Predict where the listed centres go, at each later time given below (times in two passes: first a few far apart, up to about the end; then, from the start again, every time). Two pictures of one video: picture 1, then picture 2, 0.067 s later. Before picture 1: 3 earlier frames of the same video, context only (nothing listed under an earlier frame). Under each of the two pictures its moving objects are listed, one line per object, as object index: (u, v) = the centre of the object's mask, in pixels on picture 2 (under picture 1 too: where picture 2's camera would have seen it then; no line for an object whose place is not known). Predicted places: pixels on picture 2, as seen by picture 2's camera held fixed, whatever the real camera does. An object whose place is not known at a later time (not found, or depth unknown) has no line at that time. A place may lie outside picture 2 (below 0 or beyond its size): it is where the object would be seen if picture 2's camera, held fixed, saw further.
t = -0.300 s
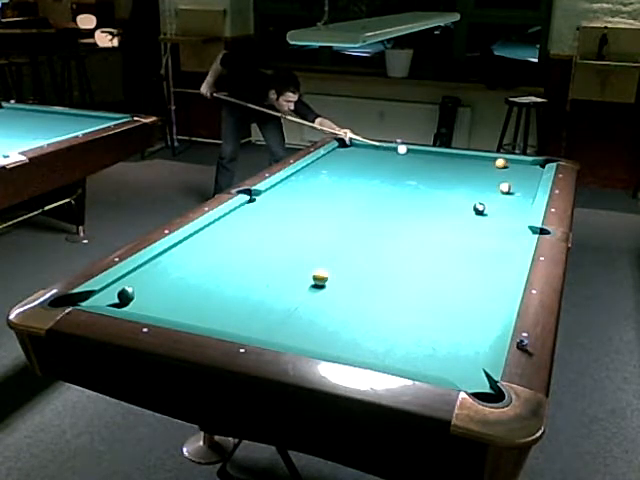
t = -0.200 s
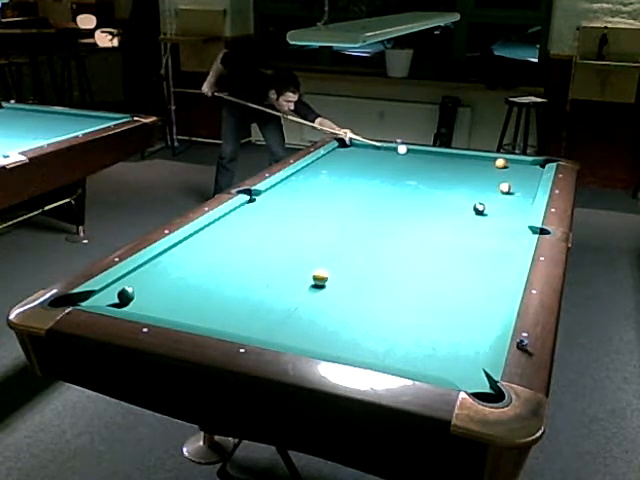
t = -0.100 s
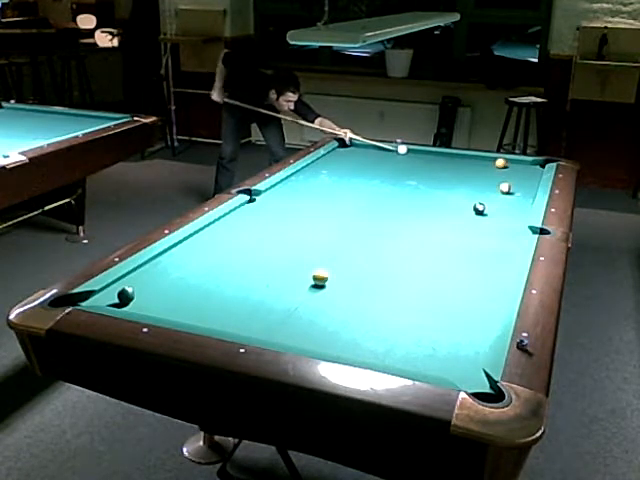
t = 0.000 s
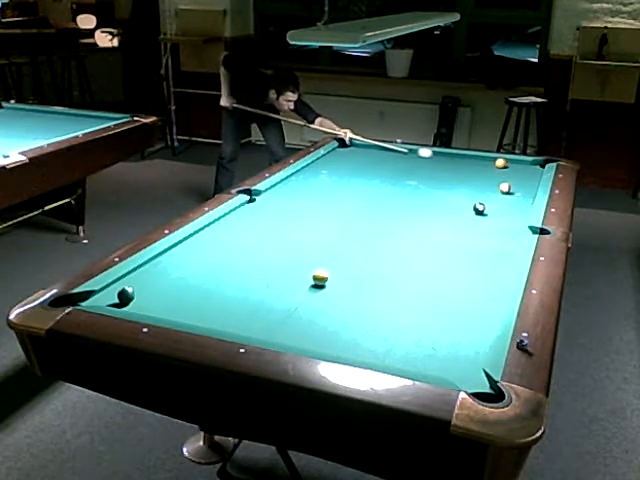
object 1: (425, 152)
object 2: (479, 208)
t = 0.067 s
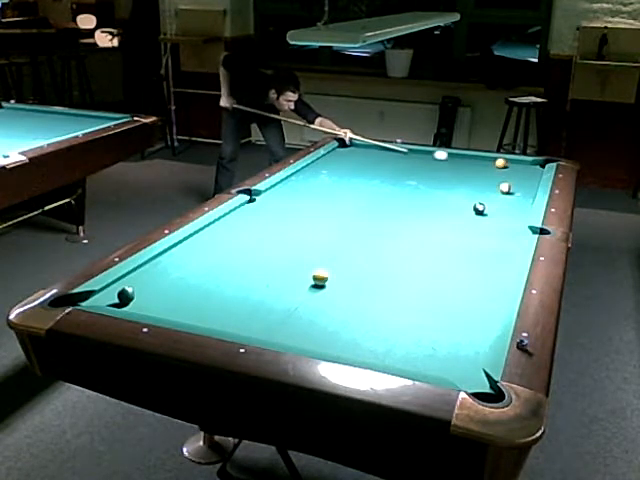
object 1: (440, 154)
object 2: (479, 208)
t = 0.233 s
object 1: (474, 160)
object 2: (479, 208)
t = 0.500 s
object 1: (499, 168)
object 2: (479, 208)
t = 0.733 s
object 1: (513, 174)
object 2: (479, 208)
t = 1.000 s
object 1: (531, 182)
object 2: (479, 208)
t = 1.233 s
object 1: (524, 188)
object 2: (479, 208)
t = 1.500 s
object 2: (479, 208)
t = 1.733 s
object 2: (479, 208)
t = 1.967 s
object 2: (479, 209)
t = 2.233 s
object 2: (475, 214)
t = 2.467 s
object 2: (472, 216)
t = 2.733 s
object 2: (468, 219)
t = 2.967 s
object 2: (465, 225)
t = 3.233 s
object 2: (462, 229)
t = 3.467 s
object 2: (459, 232)
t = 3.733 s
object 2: (457, 236)
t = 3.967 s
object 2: (455, 238)
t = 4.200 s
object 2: (453, 240)
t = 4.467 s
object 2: (451, 244)
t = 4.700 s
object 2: (450, 246)
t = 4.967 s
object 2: (449, 248)
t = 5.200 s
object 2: (449, 248)
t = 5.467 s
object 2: (448, 250)
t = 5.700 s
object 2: (448, 250)
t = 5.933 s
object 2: (448, 250)
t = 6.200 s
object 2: (448, 250)
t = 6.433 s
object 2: (448, 250)
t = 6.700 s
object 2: (448, 250)
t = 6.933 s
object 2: (448, 250)
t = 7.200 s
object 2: (448, 250)
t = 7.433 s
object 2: (448, 250)
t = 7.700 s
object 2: (448, 250)
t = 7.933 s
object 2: (448, 250)
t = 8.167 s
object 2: (448, 250)
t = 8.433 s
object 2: (448, 250)
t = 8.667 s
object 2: (448, 250)
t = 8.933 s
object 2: (447, 250)
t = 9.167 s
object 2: (447, 250)
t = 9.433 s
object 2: (448, 250)
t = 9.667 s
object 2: (447, 250)
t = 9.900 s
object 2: (447, 250)
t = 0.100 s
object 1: (448, 156)
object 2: (479, 208)
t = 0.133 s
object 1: (455, 157)
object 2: (479, 208)
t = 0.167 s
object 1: (462, 158)
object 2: (479, 208)
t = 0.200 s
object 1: (468, 159)
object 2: (479, 208)
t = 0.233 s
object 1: (474, 160)
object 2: (479, 208)
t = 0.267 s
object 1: (481, 161)
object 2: (479, 208)
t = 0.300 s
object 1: (487, 162)
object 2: (479, 208)
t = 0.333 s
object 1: (490, 163)
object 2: (479, 208)
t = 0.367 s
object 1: (492, 164)
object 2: (479, 208)
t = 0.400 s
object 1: (493, 165)
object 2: (479, 208)
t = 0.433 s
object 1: (495, 166)
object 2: (479, 208)
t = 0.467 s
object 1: (497, 167)
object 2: (479, 208)
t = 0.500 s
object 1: (499, 168)
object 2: (479, 208)
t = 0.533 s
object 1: (501, 169)
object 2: (479, 208)
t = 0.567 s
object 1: (503, 170)
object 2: (479, 208)
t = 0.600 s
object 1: (505, 170)
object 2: (479, 208)
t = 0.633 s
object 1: (507, 172)
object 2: (479, 208)
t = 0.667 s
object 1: (509, 172)
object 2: (479, 208)
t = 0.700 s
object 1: (512, 173)
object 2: (479, 208)
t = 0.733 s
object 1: (513, 174)
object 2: (479, 208)
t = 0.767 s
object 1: (516, 175)
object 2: (479, 208)
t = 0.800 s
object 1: (518, 176)
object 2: (479, 208)
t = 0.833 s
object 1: (520, 177)
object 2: (479, 208)
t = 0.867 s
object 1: (522, 178)
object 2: (479, 208)
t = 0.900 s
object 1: (524, 179)
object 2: (479, 208)
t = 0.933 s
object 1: (526, 180)
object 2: (479, 208)
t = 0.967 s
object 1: (529, 181)
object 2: (479, 208)
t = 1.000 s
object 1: (531, 182)
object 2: (479, 208)
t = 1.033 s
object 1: (533, 183)
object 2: (479, 208)
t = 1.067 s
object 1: (533, 184)
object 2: (479, 208)
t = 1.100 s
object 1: (531, 185)
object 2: (479, 208)
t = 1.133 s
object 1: (529, 186)
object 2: (479, 208)
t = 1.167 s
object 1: (527, 186)
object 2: (479, 208)
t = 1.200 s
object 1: (525, 187)
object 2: (479, 208)
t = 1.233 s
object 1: (524, 188)
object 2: (479, 208)
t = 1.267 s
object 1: (522, 188)
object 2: (479, 209)
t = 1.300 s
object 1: (520, 189)
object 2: (479, 209)
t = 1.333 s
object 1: (519, 190)
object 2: (479, 209)
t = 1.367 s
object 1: (517, 190)
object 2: (479, 208)
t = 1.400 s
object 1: (516, 191)
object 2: (479, 208)
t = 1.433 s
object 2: (479, 208)
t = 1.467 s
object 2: (479, 209)
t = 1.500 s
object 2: (479, 208)
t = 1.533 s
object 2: (479, 208)
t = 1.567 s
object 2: (479, 209)
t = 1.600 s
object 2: (479, 209)
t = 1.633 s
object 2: (479, 209)
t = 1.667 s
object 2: (479, 208)
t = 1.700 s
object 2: (479, 209)
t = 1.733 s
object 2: (479, 208)
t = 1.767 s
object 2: (479, 208)
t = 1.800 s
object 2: (479, 208)
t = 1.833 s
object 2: (479, 208)
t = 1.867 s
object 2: (479, 208)
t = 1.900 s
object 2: (479, 208)
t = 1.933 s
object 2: (479, 209)
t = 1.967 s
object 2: (479, 209)
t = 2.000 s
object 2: (479, 209)
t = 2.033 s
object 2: (478, 210)
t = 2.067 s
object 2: (478, 211)
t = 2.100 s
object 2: (477, 211)
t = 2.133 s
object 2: (477, 212)
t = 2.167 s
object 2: (476, 212)
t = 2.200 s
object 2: (476, 213)
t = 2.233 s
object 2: (475, 214)
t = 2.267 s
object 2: (475, 214)
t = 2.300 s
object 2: (474, 215)
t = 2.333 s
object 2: (474, 216)
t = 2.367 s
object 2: (473, 215)
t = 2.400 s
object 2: (473, 215)
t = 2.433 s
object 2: (472, 215)
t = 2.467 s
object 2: (472, 216)
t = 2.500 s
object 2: (471, 216)
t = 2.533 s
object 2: (471, 216)
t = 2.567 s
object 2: (470, 216)
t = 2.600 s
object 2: (470, 217)
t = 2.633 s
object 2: (469, 217)
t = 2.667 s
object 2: (469, 217)
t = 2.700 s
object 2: (468, 218)
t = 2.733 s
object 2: (468, 219)
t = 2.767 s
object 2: (467, 219)
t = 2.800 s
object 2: (467, 219)
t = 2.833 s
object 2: (466, 220)
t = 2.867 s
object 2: (466, 220)
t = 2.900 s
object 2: (466, 224)
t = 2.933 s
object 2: (466, 224)
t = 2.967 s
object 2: (465, 225)
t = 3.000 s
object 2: (465, 226)
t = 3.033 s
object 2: (464, 227)
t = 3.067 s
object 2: (464, 226)
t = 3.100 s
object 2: (463, 226)
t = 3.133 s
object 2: (463, 227)
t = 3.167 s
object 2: (463, 228)
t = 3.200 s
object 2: (462, 229)
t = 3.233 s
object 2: (462, 229)
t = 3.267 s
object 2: (462, 229)
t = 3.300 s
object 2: (461, 230)
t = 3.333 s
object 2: (461, 230)
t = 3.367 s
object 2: (460, 231)
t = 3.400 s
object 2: (460, 231)
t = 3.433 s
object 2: (460, 231)
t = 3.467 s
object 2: (459, 232)
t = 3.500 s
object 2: (459, 232)
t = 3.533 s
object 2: (459, 233)
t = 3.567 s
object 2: (458, 233)
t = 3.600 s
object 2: (458, 234)
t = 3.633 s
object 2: (458, 234)
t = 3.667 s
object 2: (457, 234)
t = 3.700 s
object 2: (457, 235)
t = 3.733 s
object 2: (457, 236)
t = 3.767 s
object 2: (457, 236)
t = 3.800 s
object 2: (456, 236)
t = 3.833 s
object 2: (456, 237)
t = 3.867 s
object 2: (456, 237)
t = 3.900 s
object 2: (455, 238)
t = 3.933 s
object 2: (455, 238)
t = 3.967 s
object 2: (455, 238)
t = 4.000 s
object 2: (455, 239)
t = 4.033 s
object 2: (454, 239)
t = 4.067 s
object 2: (454, 239)
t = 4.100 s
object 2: (454, 239)
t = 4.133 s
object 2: (454, 240)
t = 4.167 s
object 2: (453, 240)
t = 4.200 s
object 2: (453, 240)
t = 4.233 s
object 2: (453, 241)
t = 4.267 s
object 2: (453, 241)
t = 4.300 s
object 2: (452, 242)
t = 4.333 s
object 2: (452, 242)
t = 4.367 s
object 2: (452, 242)
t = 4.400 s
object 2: (452, 243)
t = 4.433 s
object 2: (452, 243)
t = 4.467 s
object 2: (451, 244)
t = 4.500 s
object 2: (451, 244)
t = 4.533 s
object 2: (451, 244)
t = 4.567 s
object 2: (451, 244)
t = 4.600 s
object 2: (451, 245)
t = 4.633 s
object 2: (451, 245)
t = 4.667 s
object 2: (451, 245)
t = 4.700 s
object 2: (450, 246)
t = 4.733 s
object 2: (450, 246)
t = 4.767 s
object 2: (450, 247)
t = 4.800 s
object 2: (450, 247)
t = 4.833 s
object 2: (450, 247)
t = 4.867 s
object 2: (450, 247)
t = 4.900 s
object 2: (450, 248)
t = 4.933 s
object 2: (450, 247)
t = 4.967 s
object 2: (449, 248)
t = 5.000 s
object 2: (449, 248)
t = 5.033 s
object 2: (449, 247)
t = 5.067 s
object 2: (449, 247)
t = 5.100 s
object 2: (449, 247)
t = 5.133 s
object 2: (449, 248)
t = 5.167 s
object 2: (449, 248)
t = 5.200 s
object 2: (449, 248)
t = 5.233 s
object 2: (449, 249)
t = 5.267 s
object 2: (449, 249)
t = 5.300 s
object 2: (448, 249)
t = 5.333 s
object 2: (449, 249)
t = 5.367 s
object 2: (448, 249)
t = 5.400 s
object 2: (448, 249)
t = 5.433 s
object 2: (448, 250)
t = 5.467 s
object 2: (448, 250)
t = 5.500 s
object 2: (448, 250)
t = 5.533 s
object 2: (448, 250)
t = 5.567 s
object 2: (448, 250)
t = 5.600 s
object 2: (448, 250)
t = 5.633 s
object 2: (448, 250)
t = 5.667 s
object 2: (448, 250)
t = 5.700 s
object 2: (448, 250)
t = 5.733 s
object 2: (448, 250)
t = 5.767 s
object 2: (448, 250)
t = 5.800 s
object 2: (448, 250)
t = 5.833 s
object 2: (448, 250)
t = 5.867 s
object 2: (448, 250)
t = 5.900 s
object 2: (448, 250)
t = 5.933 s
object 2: (448, 250)
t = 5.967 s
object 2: (448, 250)
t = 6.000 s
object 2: (448, 250)
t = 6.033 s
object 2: (448, 251)
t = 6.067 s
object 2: (448, 251)
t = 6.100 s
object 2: (448, 251)
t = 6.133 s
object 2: (448, 250)
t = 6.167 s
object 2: (448, 251)
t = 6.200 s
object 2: (448, 250)
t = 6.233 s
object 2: (448, 250)
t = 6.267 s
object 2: (448, 250)
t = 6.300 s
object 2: (448, 250)
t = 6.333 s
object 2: (448, 250)
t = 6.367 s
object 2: (448, 250)
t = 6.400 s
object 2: (448, 250)
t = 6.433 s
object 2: (448, 250)
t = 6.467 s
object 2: (448, 250)
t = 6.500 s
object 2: (448, 250)
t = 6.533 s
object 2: (448, 250)
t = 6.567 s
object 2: (448, 250)
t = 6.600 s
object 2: (448, 250)
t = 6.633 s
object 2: (448, 250)
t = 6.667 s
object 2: (448, 250)
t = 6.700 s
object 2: (448, 250)
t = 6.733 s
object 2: (448, 250)
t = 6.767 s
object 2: (448, 250)
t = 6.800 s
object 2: (448, 250)
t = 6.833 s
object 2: (448, 250)
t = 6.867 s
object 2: (448, 250)
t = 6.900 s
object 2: (448, 250)
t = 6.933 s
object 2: (448, 250)
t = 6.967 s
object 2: (448, 250)
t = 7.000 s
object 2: (447, 250)
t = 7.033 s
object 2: (448, 250)
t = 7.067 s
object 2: (448, 250)
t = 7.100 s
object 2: (448, 250)
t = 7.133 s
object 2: (448, 250)
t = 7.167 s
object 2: (448, 250)
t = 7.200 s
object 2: (448, 250)
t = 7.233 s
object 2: (448, 250)
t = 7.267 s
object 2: (448, 250)
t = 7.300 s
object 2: (448, 250)
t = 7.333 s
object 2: (448, 250)
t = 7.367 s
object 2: (448, 250)
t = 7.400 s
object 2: (448, 250)
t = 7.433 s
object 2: (448, 250)
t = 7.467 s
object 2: (448, 250)
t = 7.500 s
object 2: (448, 250)
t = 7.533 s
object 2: (448, 250)
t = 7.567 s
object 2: (448, 250)
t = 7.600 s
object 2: (448, 250)
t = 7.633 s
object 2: (448, 250)
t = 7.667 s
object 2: (448, 250)
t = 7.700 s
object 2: (448, 250)
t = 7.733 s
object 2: (448, 250)
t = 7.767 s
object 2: (448, 250)
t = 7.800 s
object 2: (448, 250)
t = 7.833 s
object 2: (448, 250)
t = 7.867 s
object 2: (448, 250)
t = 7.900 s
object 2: (448, 250)
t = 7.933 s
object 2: (448, 250)
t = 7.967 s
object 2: (448, 250)
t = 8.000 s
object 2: (448, 250)
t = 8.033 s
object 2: (448, 250)
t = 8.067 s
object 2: (448, 250)
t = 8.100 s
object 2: (448, 250)
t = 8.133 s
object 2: (448, 250)
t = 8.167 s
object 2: (448, 250)
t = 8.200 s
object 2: (448, 250)
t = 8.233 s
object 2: (448, 250)
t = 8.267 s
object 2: (448, 250)
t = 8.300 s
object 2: (448, 250)
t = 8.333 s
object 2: (448, 250)
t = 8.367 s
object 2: (448, 250)
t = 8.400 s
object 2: (448, 250)
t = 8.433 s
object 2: (448, 250)
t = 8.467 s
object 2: (448, 250)
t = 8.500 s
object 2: (448, 250)
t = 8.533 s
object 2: (448, 250)
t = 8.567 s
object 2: (448, 250)
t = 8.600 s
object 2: (448, 250)
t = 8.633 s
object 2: (448, 250)
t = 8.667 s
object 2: (448, 250)
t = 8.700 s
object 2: (448, 250)
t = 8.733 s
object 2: (448, 250)
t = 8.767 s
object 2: (448, 250)
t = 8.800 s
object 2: (447, 250)
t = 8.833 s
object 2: (448, 250)
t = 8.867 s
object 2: (448, 250)
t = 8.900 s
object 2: (448, 250)
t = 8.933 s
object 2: (447, 250)
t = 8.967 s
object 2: (448, 250)
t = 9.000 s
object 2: (448, 249)
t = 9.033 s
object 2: (447, 250)
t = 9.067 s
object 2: (447, 250)
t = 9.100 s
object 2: (447, 250)
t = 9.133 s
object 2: (448, 250)
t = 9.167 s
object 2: (447, 250)
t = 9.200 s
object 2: (448, 250)
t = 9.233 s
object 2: (447, 250)
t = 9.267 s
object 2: (448, 250)
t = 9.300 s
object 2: (447, 250)
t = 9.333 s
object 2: (447, 250)
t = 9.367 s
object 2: (448, 250)
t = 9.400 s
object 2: (447, 250)
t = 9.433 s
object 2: (448, 250)
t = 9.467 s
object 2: (448, 250)
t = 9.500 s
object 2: (447, 250)
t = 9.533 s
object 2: (448, 250)
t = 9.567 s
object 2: (447, 250)
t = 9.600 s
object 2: (448, 250)
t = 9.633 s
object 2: (447, 250)
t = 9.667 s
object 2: (447, 250)
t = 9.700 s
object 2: (448, 250)
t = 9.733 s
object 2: (447, 250)
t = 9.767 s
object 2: (448, 250)
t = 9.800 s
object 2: (448, 250)
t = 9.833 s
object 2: (447, 250)
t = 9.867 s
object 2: (447, 250)
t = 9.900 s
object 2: (447, 250)
